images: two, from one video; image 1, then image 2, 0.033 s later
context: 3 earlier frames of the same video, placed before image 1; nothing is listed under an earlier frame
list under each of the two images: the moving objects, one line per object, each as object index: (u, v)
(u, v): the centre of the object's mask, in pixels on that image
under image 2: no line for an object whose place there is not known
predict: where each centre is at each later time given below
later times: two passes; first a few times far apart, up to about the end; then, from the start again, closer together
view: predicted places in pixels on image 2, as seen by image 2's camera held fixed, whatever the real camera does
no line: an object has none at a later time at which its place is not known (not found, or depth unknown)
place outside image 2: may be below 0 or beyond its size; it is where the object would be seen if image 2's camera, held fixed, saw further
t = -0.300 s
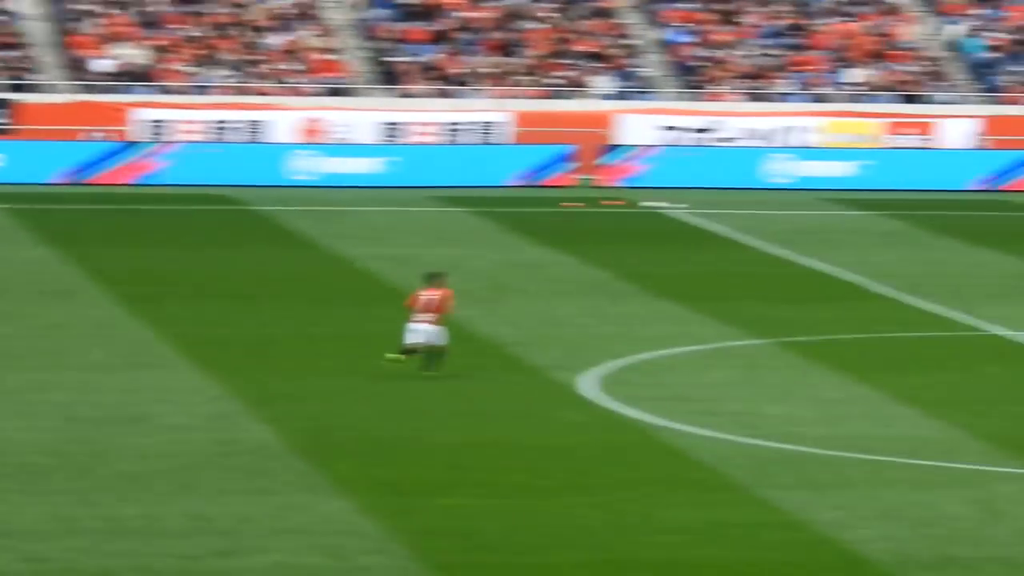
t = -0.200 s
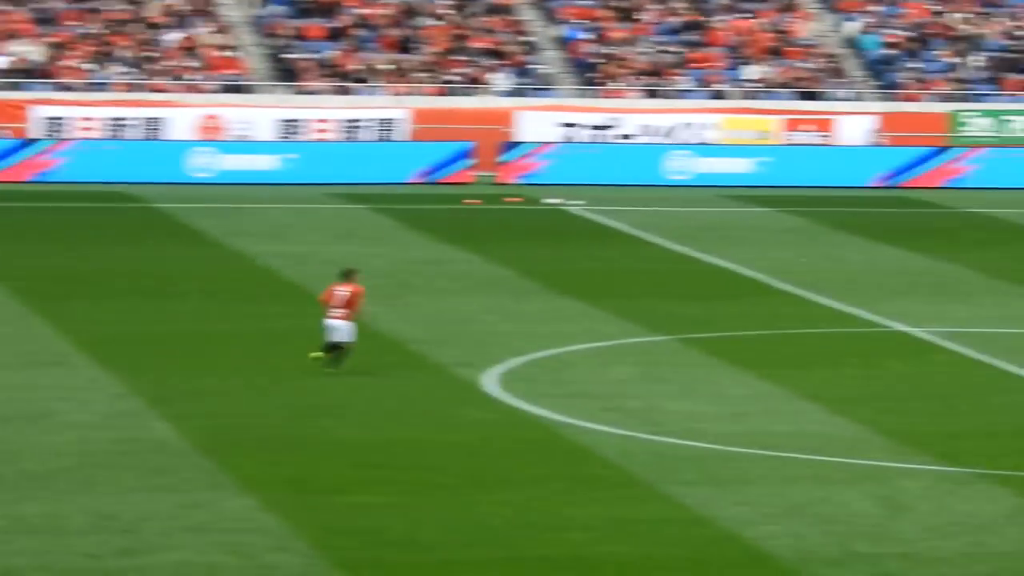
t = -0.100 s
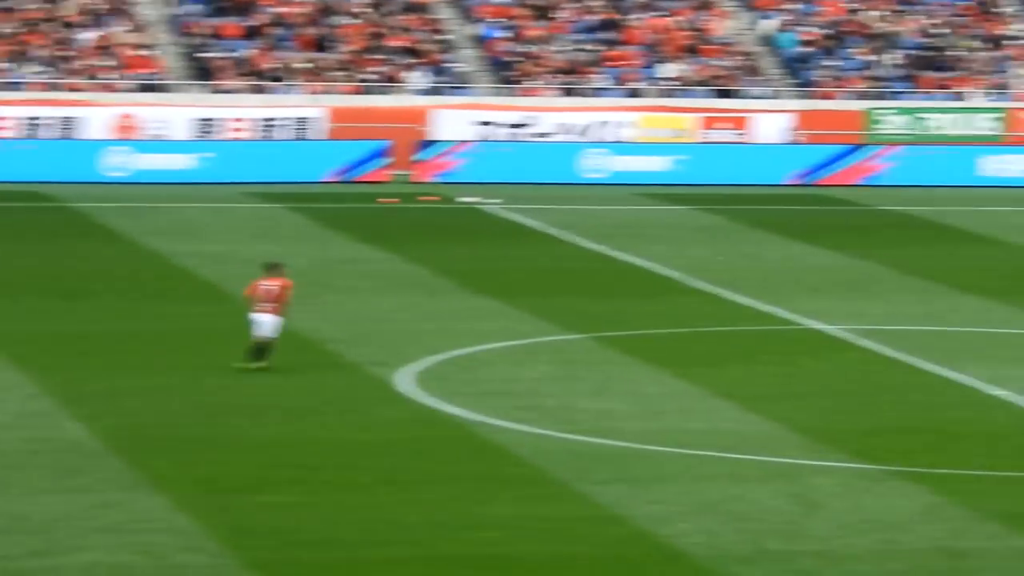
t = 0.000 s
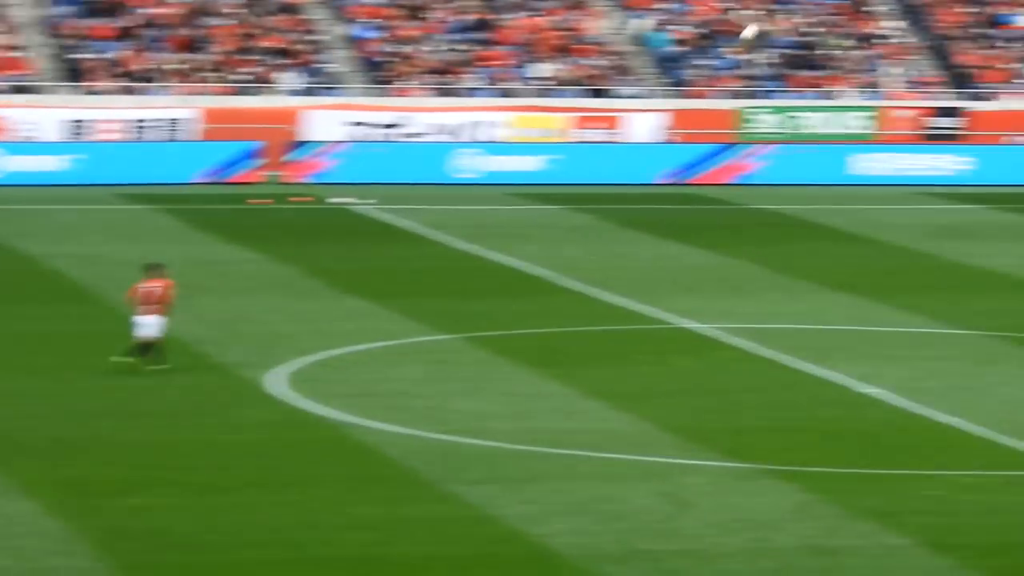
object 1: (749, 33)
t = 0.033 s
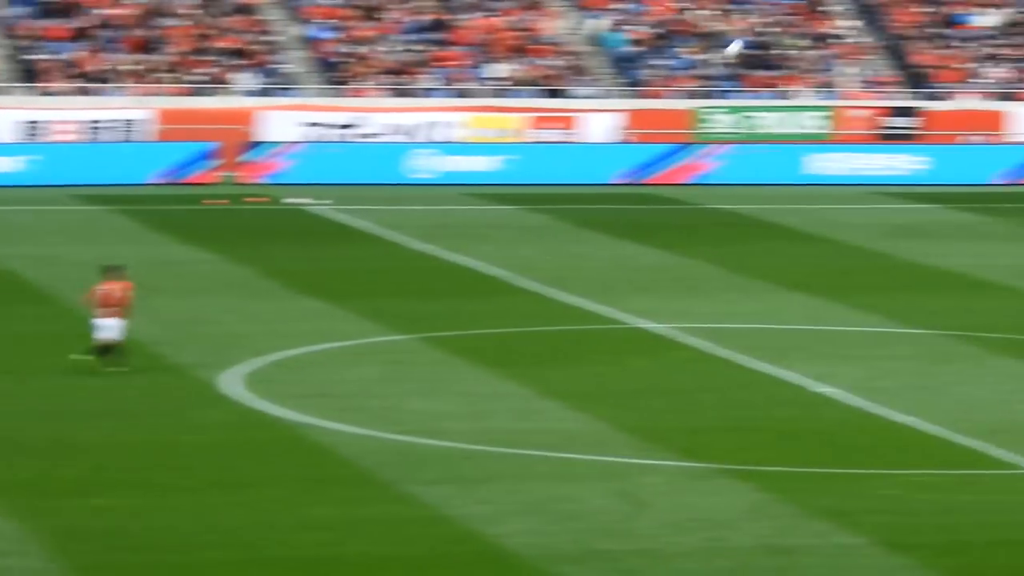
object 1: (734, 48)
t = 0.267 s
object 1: (923, 168)
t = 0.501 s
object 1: (1085, 336)
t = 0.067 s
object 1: (763, 63)
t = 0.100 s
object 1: (791, 78)
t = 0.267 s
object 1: (923, 168)
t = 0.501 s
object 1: (1085, 336)
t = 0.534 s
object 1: (1101, 329)
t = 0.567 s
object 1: (1116, 311)
